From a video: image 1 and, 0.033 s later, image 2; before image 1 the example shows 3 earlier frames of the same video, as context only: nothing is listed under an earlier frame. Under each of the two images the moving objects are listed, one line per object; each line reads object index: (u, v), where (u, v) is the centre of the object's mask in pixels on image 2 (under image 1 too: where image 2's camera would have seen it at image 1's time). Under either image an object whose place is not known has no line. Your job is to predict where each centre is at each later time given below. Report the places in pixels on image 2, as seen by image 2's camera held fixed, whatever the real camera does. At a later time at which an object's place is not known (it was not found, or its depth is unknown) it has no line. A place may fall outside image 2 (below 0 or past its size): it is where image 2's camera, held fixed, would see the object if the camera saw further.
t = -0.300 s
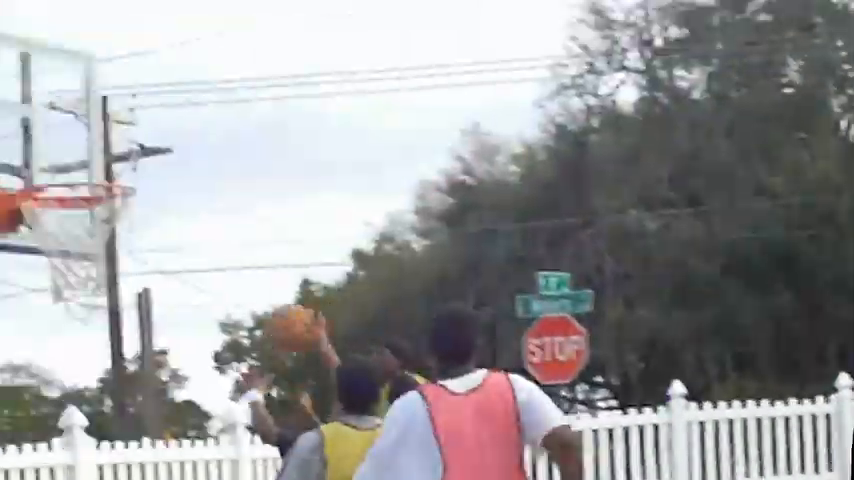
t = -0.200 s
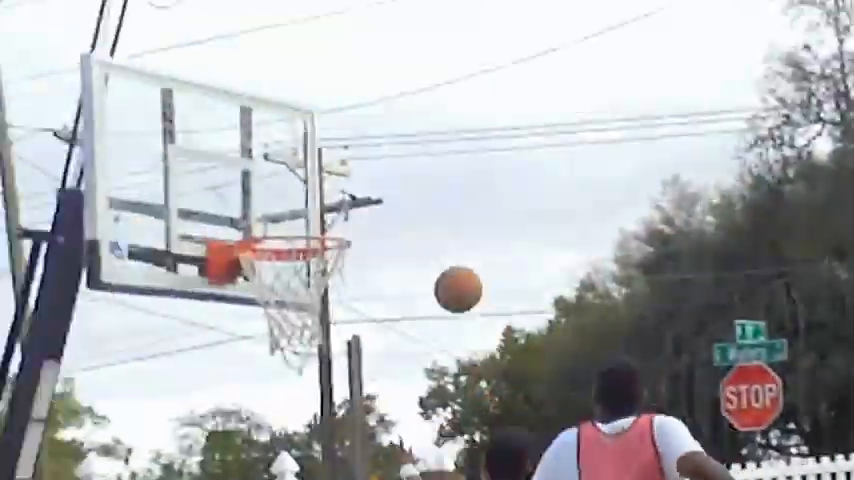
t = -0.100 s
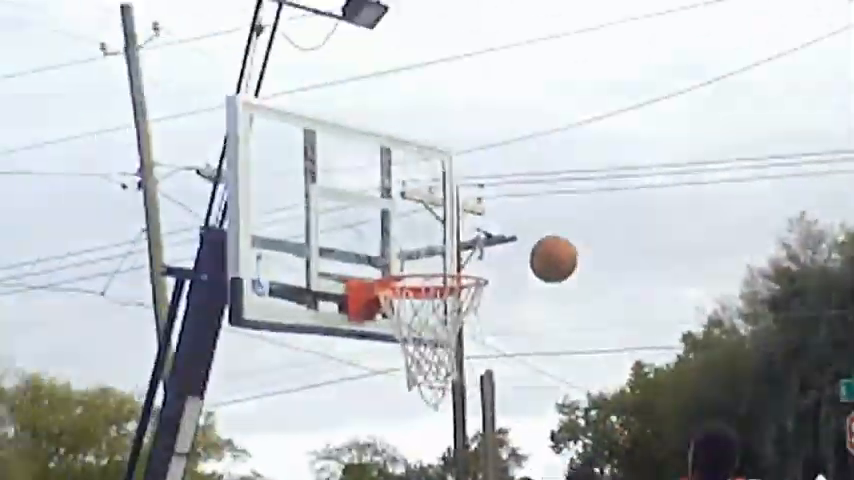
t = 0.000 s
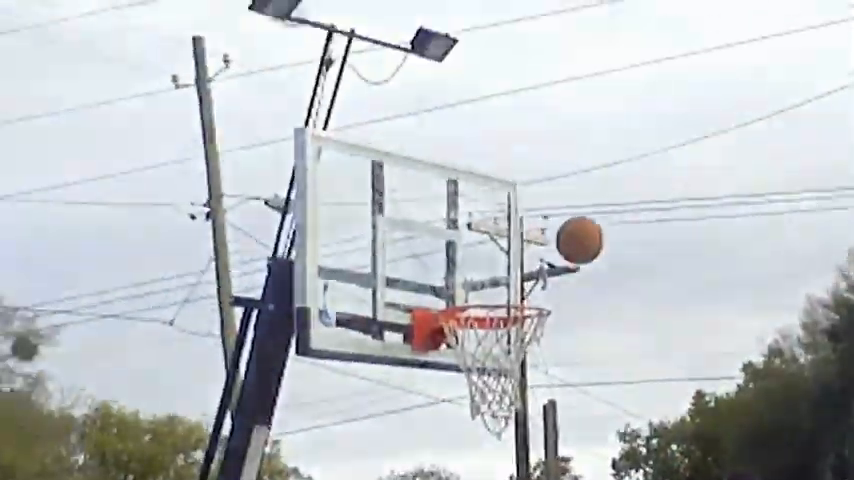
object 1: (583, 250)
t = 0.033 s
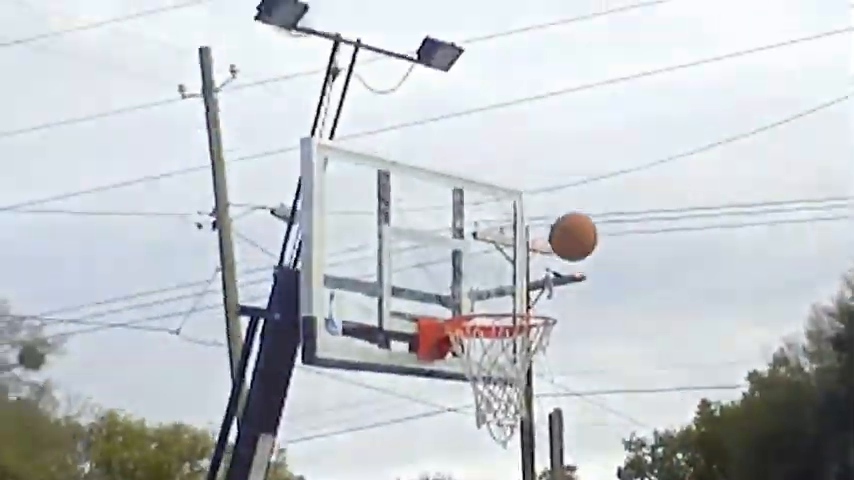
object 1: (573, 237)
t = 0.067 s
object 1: (564, 225)
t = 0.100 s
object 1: (554, 217)
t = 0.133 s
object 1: (547, 210)
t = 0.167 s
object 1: (548, 210)
